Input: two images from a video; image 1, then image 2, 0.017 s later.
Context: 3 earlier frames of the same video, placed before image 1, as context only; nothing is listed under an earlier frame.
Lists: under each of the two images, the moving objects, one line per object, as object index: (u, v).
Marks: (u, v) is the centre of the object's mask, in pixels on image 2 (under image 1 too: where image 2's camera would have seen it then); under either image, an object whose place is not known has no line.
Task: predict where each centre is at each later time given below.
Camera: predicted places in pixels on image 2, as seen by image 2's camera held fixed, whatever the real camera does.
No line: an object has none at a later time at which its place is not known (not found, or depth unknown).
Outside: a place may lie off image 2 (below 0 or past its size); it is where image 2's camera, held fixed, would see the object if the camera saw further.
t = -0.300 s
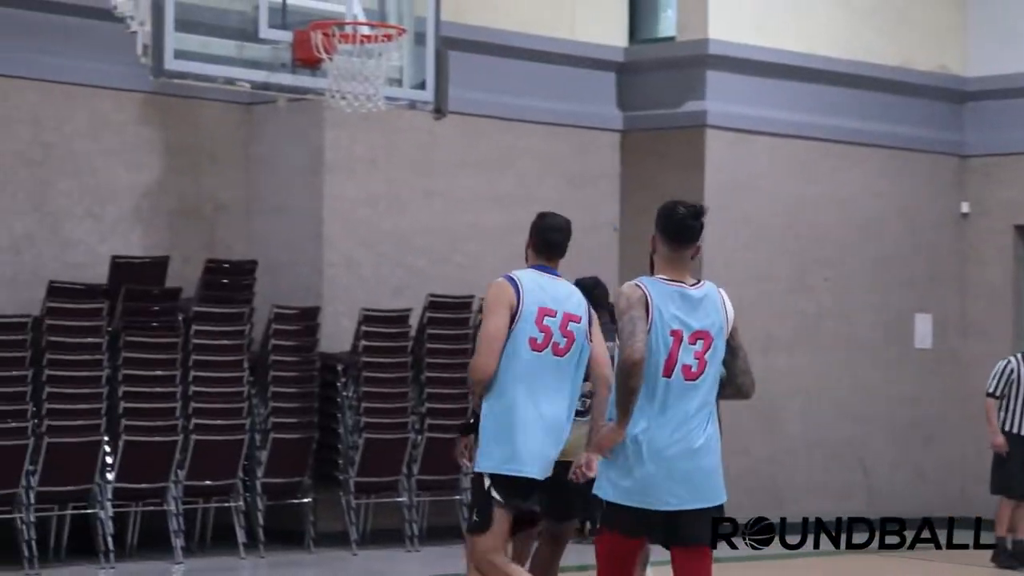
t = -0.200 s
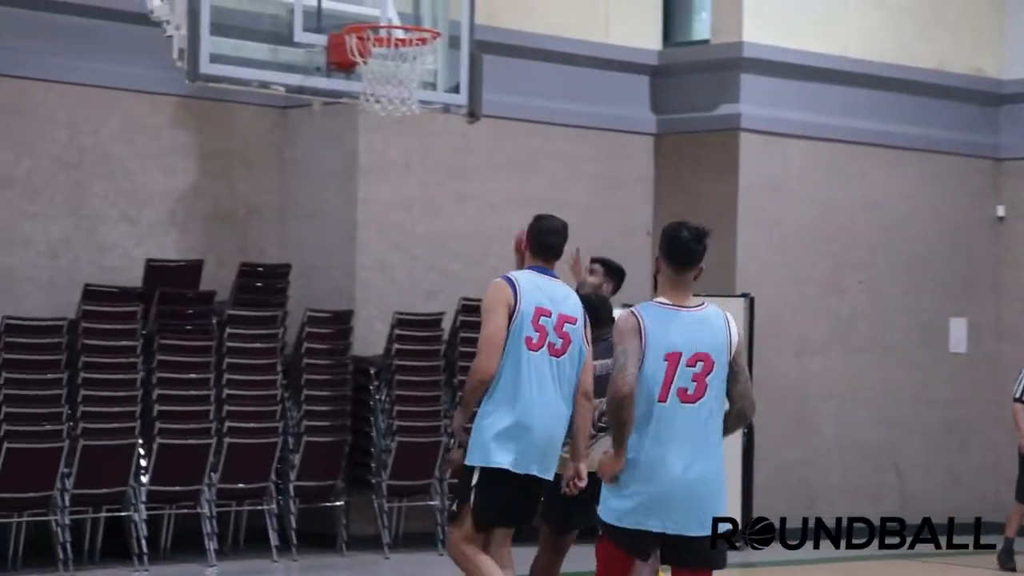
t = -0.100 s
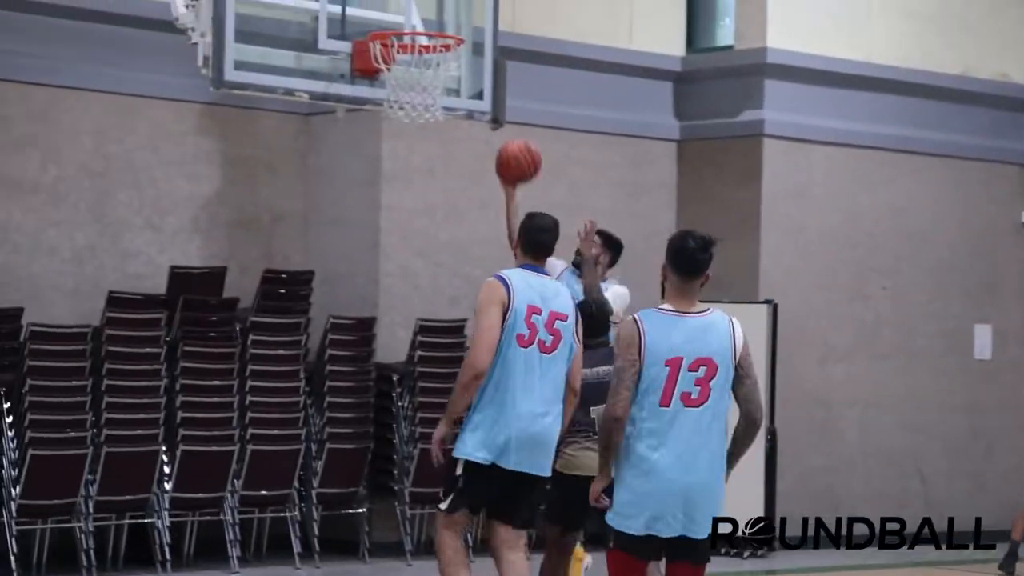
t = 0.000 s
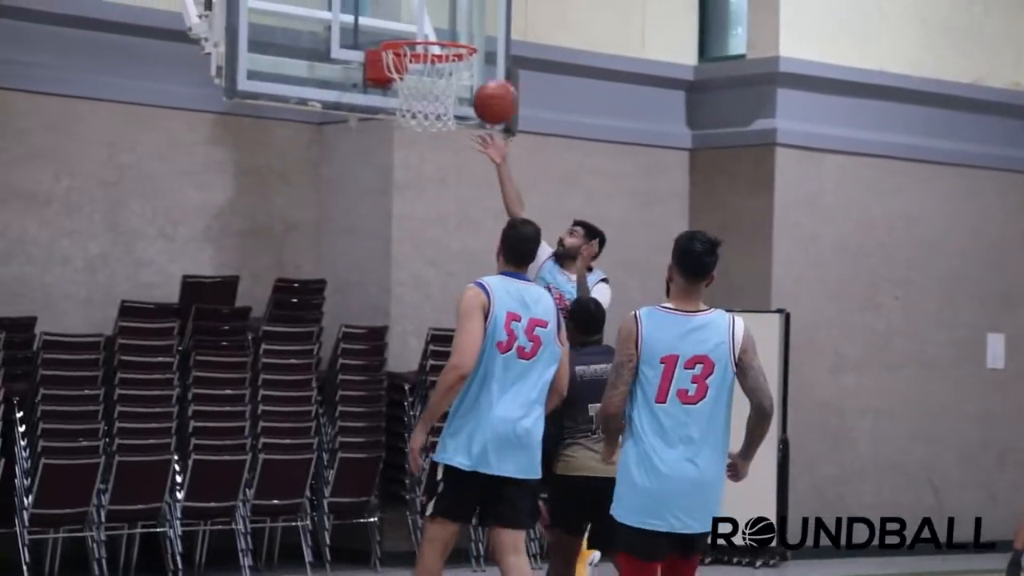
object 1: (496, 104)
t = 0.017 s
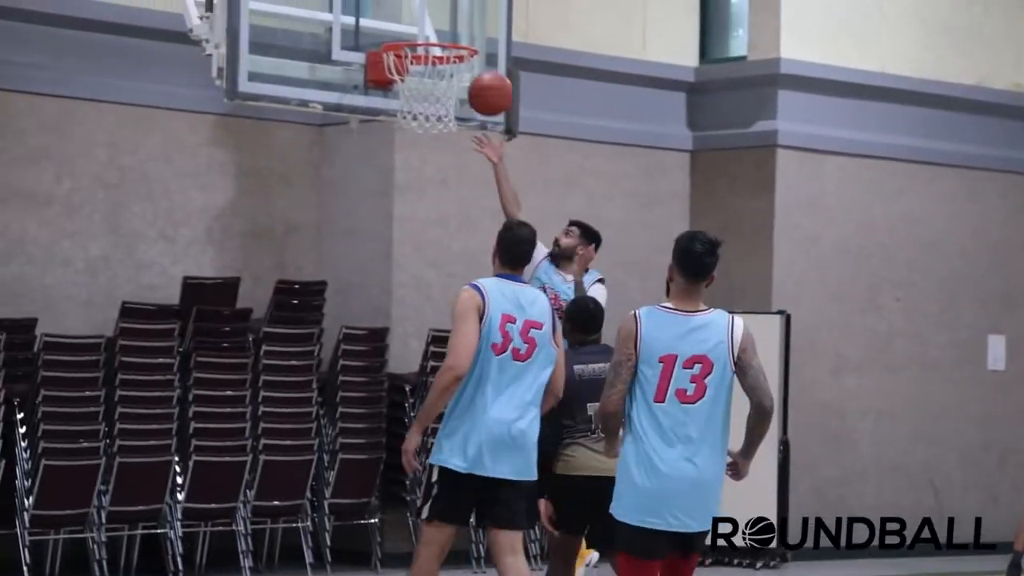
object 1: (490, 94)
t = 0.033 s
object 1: (485, 86)
